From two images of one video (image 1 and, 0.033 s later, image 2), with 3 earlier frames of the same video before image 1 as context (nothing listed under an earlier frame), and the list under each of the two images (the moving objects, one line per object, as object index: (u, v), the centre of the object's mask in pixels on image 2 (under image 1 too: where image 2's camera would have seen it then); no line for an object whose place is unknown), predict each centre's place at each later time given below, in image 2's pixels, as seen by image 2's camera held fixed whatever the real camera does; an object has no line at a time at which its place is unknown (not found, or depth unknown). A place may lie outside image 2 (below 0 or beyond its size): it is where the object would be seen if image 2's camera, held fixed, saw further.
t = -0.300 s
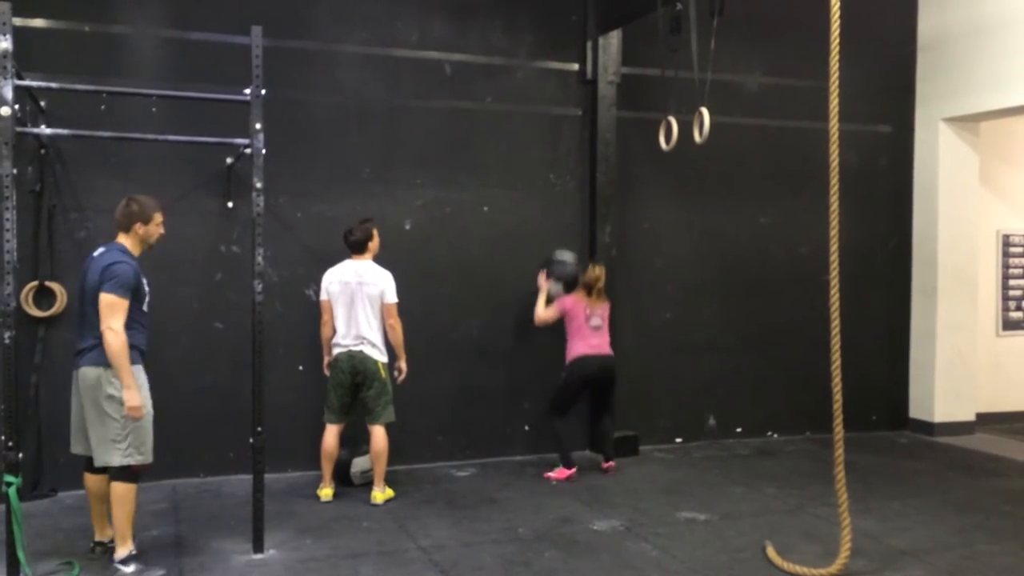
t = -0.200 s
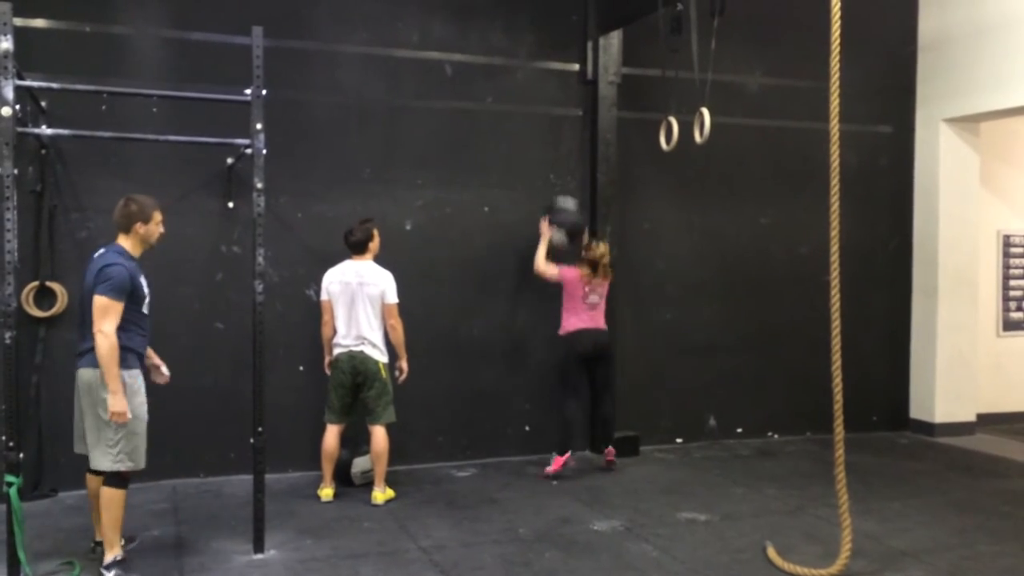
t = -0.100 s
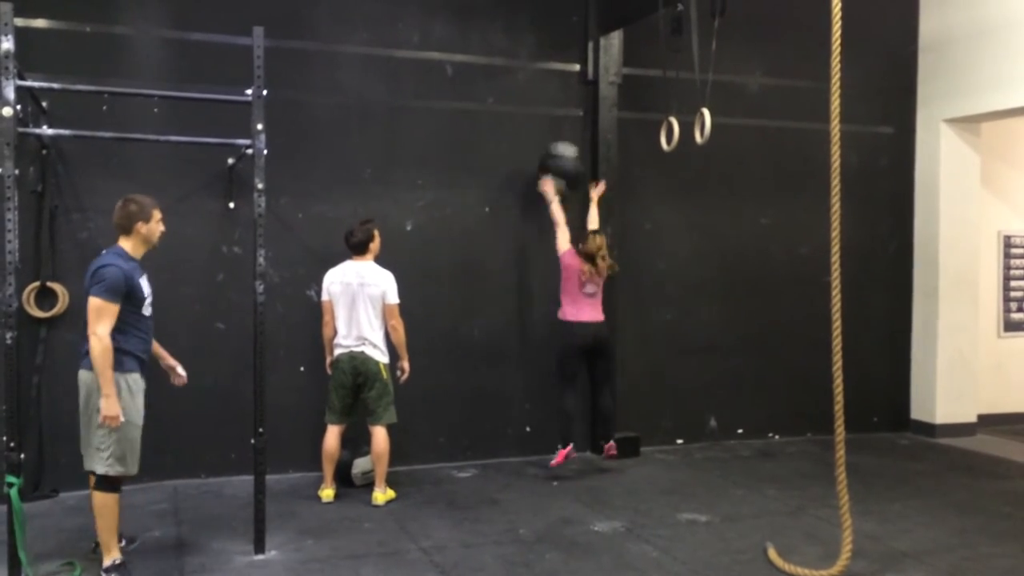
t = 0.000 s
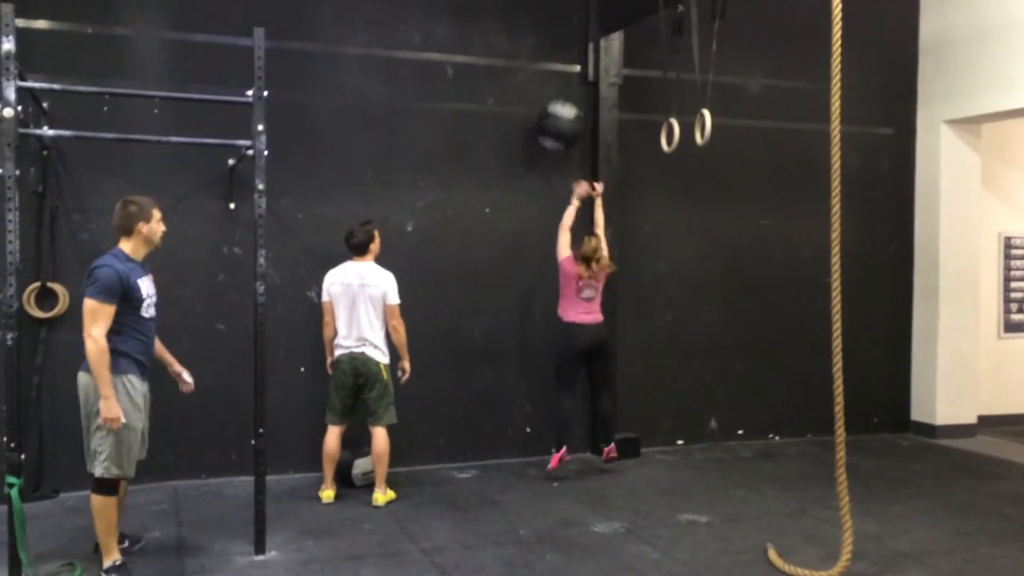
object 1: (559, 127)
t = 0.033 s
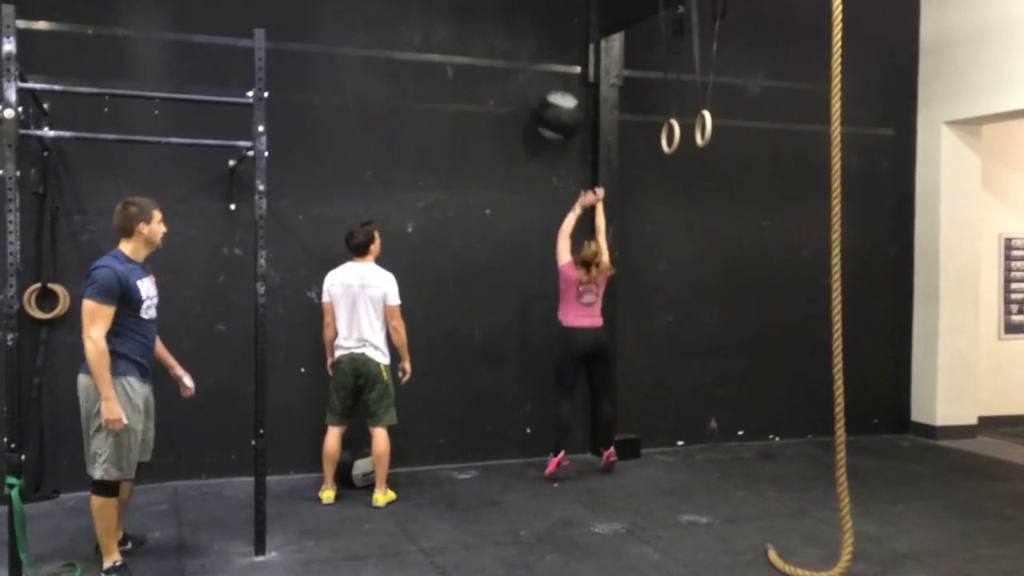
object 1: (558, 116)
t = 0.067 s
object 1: (557, 106)
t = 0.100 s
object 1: (556, 99)
